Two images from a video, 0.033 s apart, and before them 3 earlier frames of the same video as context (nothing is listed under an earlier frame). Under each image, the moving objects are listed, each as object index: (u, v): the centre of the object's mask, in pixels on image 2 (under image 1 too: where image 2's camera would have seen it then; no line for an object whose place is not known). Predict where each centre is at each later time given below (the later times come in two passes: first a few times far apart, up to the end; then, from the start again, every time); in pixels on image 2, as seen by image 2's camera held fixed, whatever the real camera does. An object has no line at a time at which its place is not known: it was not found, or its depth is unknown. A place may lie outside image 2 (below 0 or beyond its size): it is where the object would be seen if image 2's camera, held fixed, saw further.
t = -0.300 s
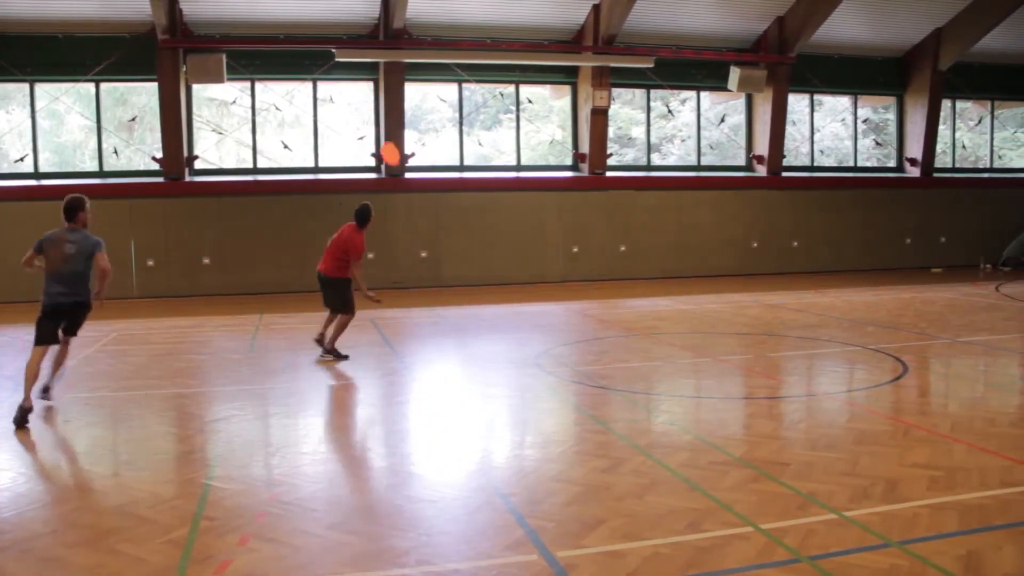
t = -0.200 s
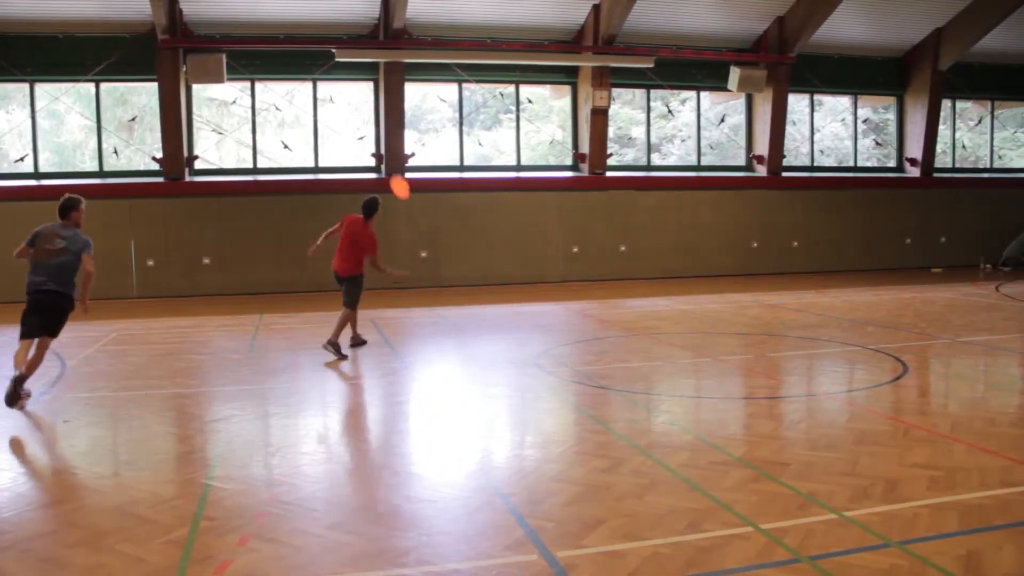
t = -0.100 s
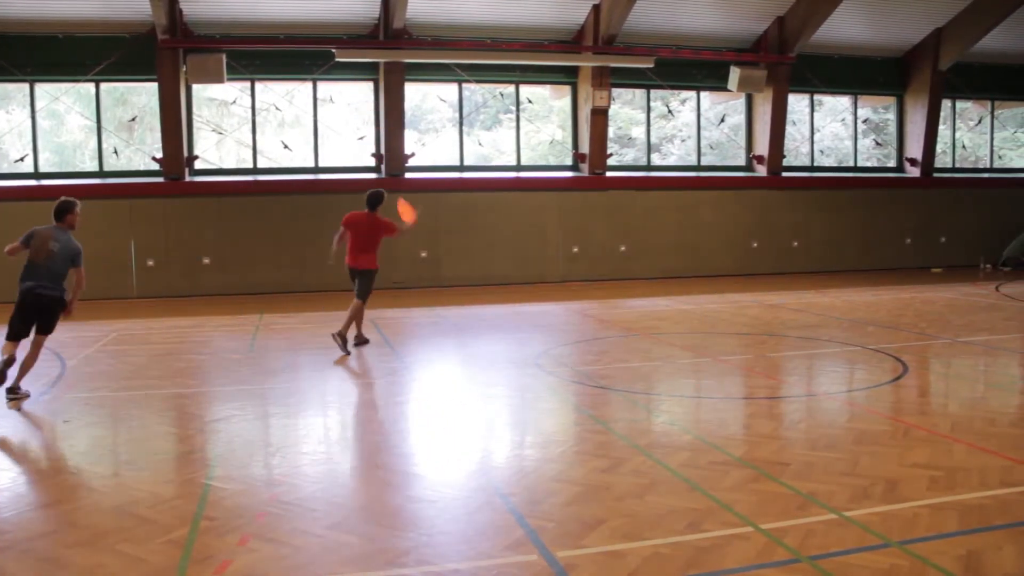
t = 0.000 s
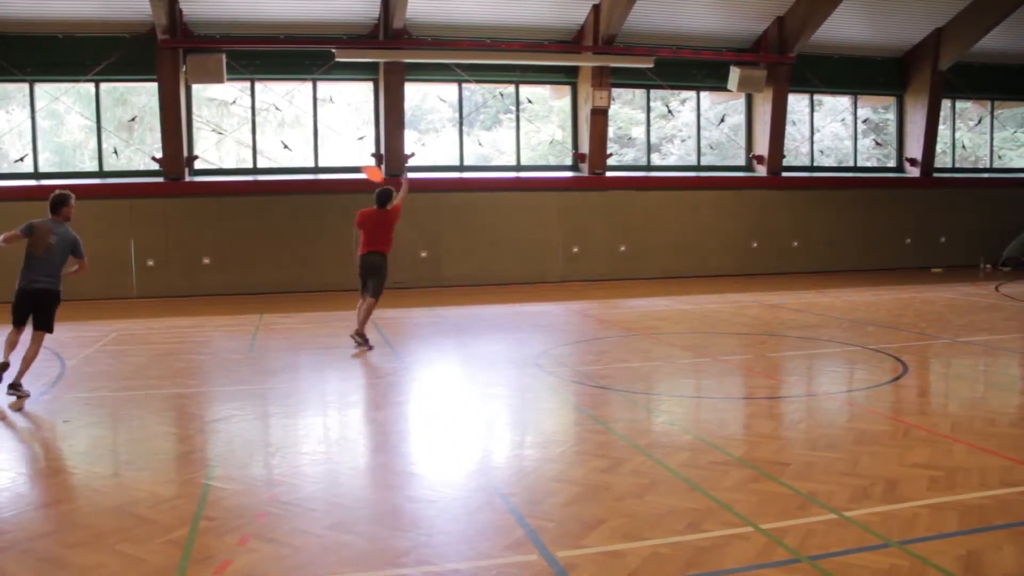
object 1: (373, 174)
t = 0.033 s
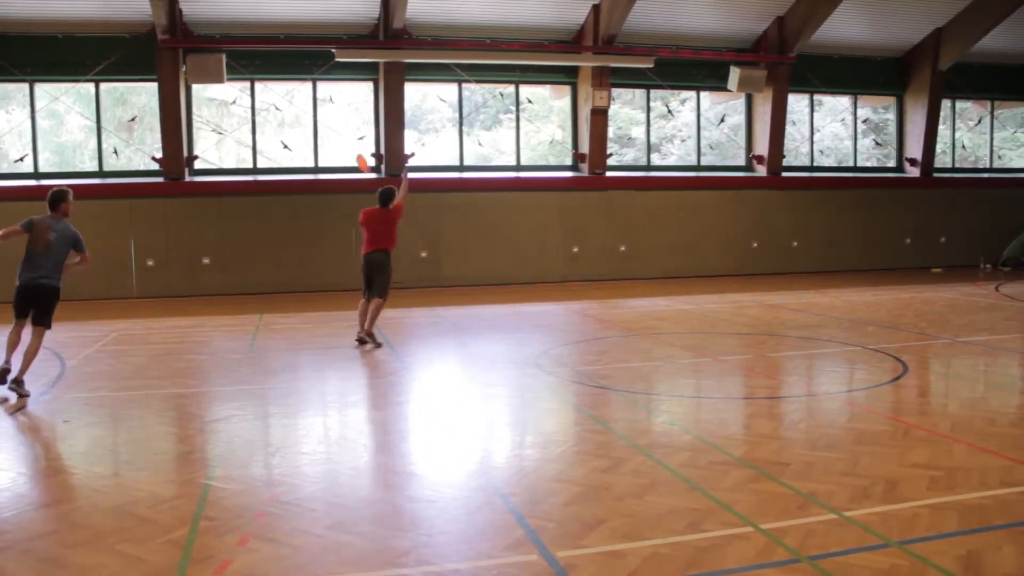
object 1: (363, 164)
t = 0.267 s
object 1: (299, 110)
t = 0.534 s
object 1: (244, 97)
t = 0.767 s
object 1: (204, 123)
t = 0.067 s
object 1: (352, 153)
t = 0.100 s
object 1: (342, 142)
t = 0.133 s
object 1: (333, 135)
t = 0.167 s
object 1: (324, 127)
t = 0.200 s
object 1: (315, 120)
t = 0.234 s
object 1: (308, 115)
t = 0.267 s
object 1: (299, 110)
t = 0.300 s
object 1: (292, 105)
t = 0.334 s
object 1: (284, 102)
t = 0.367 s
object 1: (277, 99)
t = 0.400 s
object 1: (269, 97)
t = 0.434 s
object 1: (263, 95)
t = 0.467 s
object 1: (256, 95)
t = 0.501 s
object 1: (250, 94)
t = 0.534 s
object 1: (244, 97)
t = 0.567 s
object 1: (237, 98)
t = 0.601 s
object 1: (230, 100)
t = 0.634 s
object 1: (226, 103)
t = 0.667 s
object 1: (220, 107)
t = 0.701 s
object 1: (214, 111)
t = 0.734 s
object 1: (209, 118)
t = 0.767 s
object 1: (204, 123)
